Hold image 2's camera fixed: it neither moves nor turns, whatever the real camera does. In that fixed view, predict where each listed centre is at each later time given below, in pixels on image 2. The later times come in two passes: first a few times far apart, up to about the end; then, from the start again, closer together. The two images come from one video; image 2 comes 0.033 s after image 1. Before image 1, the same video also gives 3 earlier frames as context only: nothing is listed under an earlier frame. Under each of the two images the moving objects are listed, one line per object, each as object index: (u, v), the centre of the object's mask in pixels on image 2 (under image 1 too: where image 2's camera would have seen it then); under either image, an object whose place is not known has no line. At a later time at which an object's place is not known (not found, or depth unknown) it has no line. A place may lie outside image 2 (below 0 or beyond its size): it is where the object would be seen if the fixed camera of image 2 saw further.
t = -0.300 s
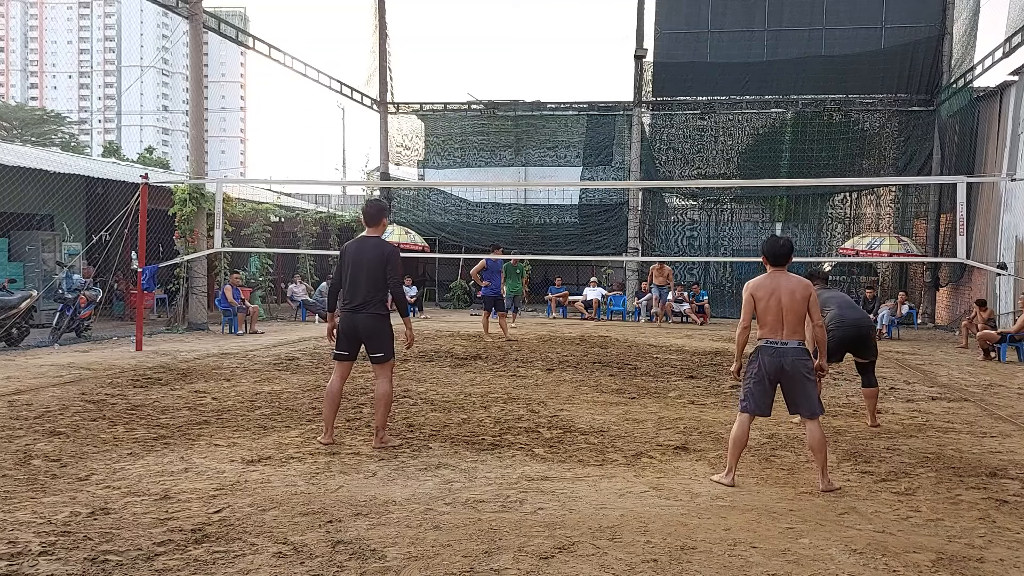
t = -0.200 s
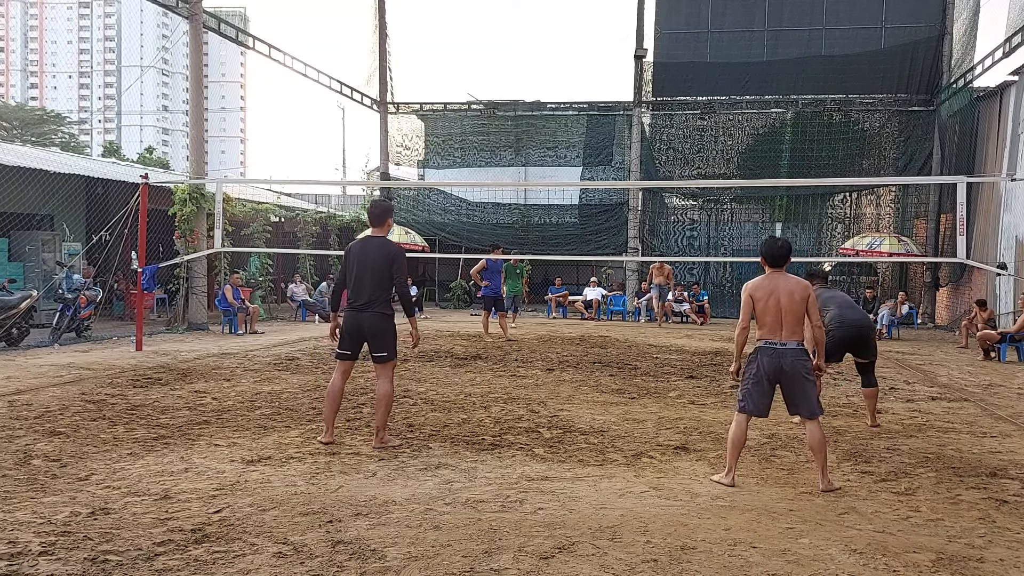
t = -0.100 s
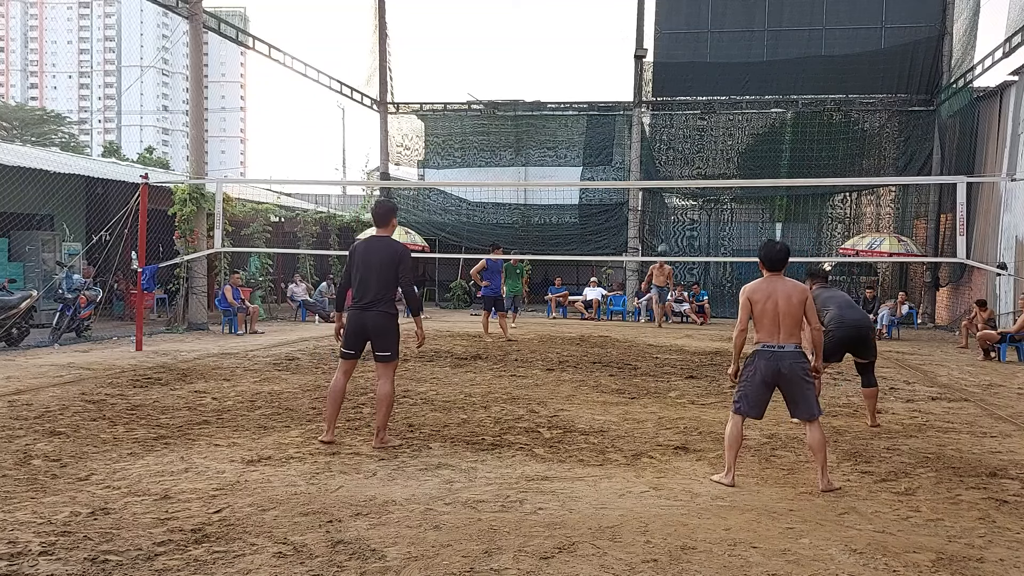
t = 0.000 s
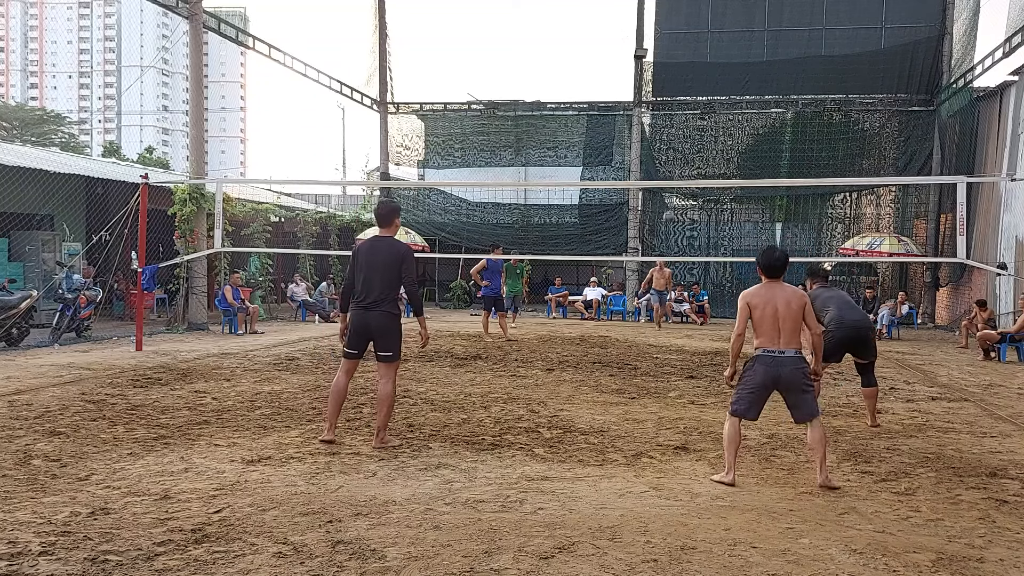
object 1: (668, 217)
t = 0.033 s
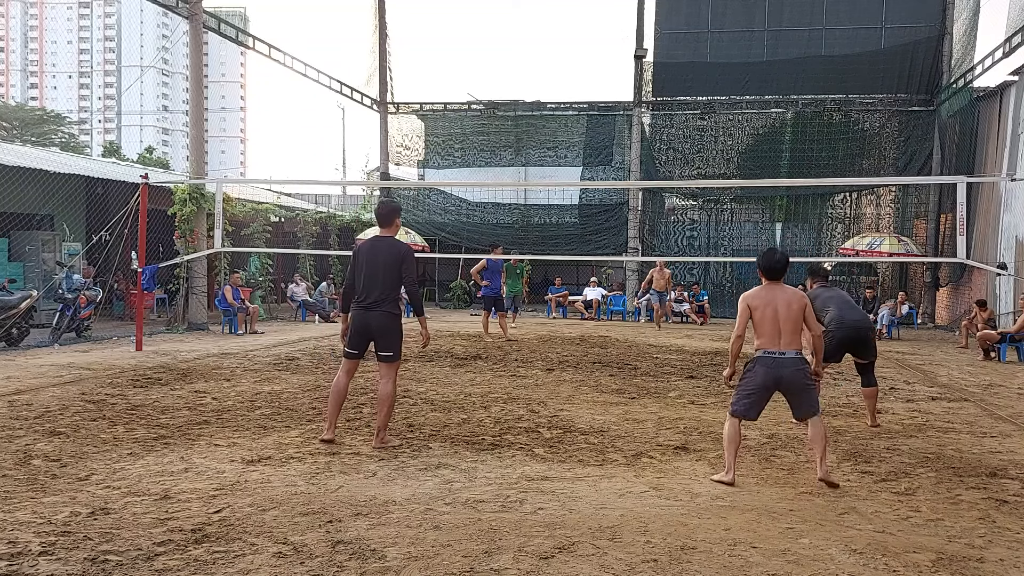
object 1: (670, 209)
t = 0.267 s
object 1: (687, 138)
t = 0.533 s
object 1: (714, 82)
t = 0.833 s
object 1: (764, 71)
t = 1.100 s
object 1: (843, 164)
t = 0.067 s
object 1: (672, 196)
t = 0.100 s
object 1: (674, 189)
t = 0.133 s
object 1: (677, 175)
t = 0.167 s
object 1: (680, 166)
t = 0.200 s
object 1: (682, 157)
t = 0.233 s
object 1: (684, 147)
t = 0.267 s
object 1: (687, 138)
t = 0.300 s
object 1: (690, 130)
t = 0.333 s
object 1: (693, 121)
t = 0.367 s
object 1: (696, 113)
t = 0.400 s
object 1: (700, 106)
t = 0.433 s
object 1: (703, 99)
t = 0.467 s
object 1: (707, 93)
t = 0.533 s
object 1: (714, 82)
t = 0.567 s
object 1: (719, 78)
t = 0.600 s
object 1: (723, 74)
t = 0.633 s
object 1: (728, 70)
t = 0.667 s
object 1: (734, 68)
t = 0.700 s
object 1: (739, 66)
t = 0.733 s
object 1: (745, 66)
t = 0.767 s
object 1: (751, 66)
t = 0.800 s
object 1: (757, 68)
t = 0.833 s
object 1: (764, 71)
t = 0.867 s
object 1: (771, 74)
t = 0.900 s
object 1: (778, 80)
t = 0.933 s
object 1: (787, 88)
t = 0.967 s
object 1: (796, 98)
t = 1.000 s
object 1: (806, 111)
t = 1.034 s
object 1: (817, 125)
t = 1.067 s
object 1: (829, 144)
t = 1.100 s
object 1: (843, 164)
